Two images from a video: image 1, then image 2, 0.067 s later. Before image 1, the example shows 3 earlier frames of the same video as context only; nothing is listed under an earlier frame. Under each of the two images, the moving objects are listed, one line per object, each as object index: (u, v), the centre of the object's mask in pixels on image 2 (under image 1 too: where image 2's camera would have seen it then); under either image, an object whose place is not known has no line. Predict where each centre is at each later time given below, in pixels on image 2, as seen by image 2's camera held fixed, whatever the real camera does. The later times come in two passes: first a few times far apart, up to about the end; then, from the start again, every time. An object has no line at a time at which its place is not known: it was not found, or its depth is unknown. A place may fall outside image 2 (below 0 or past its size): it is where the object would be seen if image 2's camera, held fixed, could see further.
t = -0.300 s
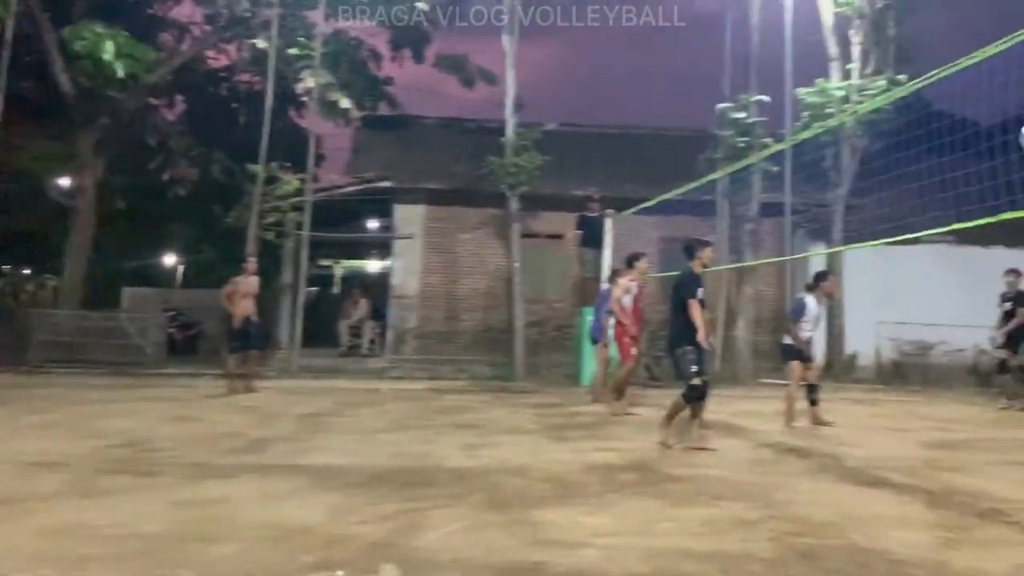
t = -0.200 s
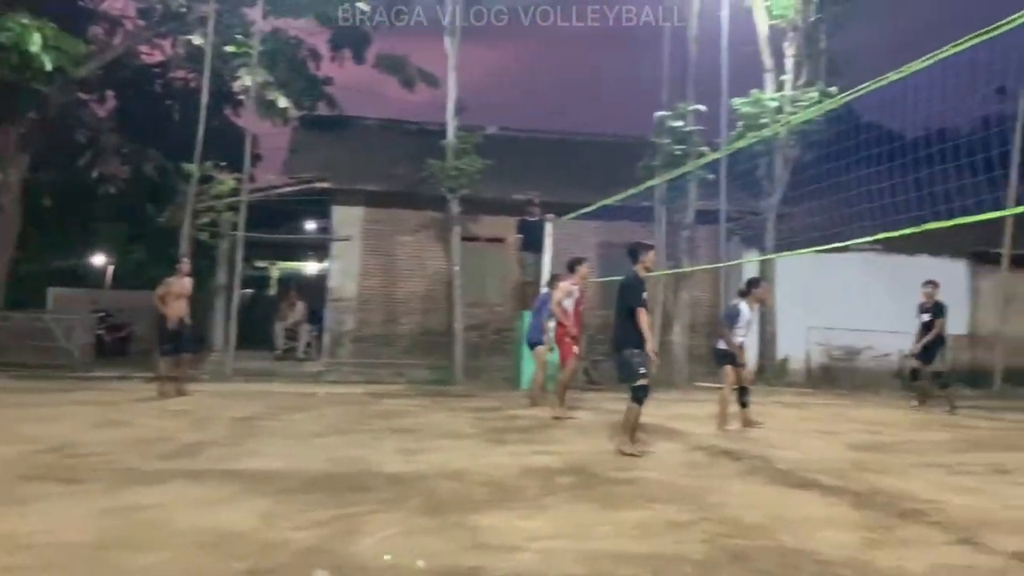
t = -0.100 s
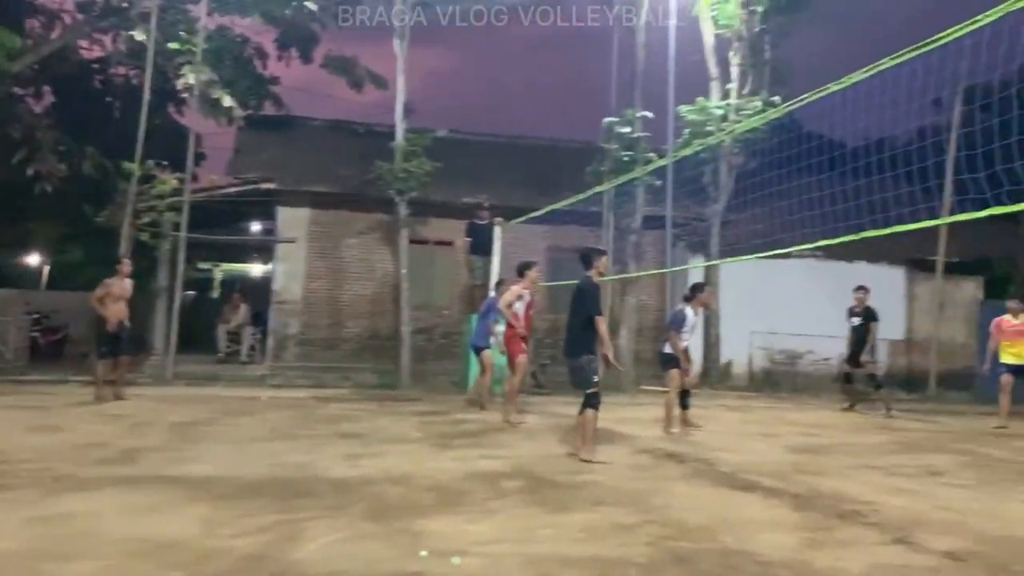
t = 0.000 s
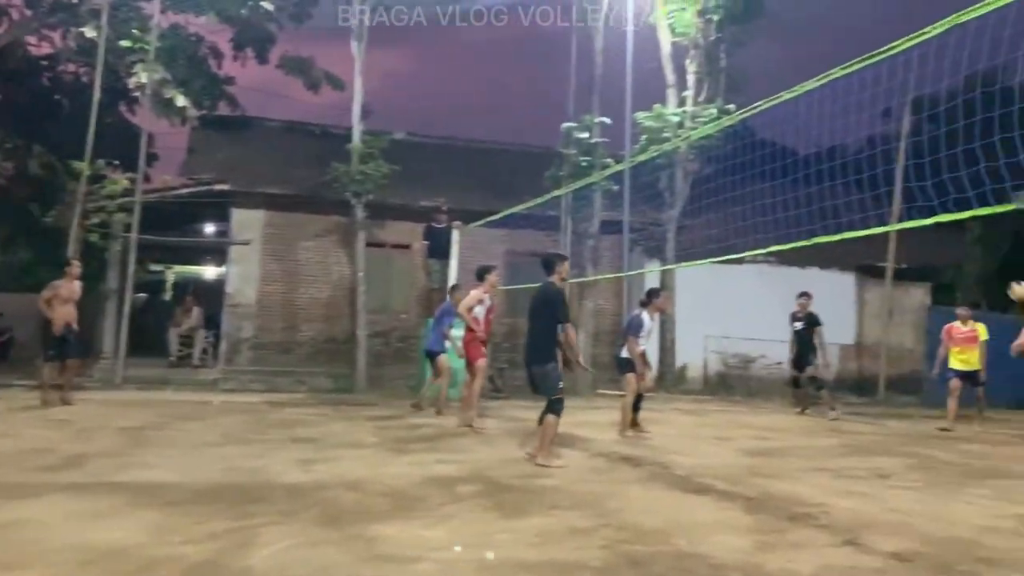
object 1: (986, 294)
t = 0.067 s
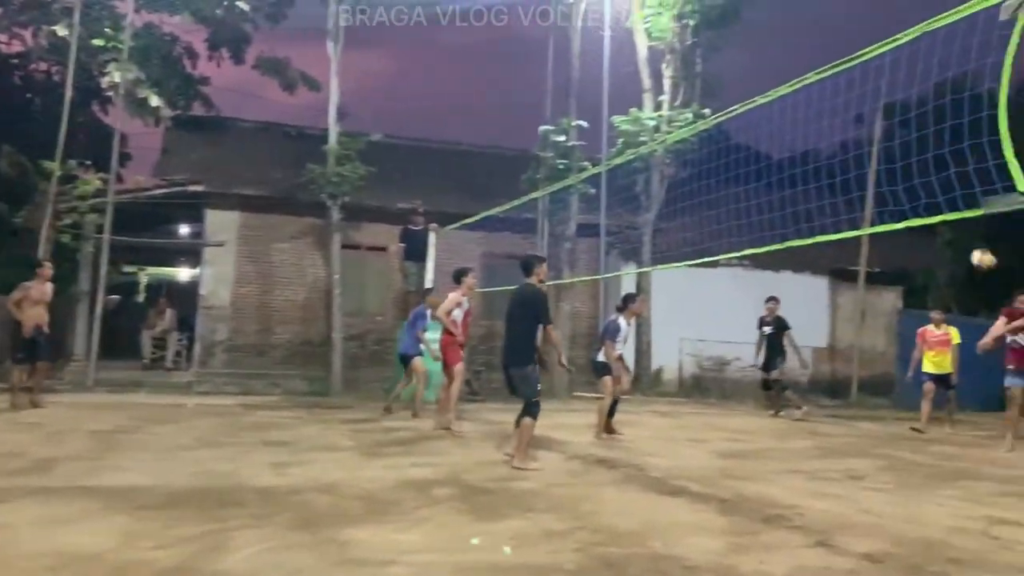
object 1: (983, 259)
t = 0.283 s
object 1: (959, 165)
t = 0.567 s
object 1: (926, 104)
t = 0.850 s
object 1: (889, 117)
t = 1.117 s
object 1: (848, 213)
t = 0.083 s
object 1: (981, 251)
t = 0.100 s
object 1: (980, 243)
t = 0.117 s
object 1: (978, 234)
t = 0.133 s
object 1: (976, 227)
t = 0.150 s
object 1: (975, 222)
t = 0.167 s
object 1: (972, 210)
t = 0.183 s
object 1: (970, 202)
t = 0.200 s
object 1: (968, 198)
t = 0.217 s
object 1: (967, 190)
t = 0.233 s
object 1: (965, 183)
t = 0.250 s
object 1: (963, 177)
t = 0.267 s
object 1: (961, 171)
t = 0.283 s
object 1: (959, 165)
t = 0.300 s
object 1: (957, 160)
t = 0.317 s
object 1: (955, 155)
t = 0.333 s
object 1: (953, 150)
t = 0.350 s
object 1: (952, 145)
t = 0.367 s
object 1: (950, 140)
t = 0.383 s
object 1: (948, 136)
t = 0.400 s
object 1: (946, 132)
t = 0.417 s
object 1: (944, 127)
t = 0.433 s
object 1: (942, 124)
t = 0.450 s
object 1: (940, 121)
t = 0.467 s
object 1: (938, 117)
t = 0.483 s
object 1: (936, 114)
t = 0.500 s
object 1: (934, 112)
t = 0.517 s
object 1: (932, 110)
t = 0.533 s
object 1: (930, 108)
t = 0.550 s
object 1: (928, 106)
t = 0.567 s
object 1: (926, 104)
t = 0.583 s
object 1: (923, 103)
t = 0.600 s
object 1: (922, 102)
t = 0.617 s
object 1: (920, 101)
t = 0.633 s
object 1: (918, 100)
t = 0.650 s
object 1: (916, 100)
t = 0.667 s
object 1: (913, 100)
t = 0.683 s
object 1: (911, 100)
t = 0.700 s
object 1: (909, 100)
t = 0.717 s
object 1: (906, 101)
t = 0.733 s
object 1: (904, 102)
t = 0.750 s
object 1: (902, 103)
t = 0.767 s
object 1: (900, 105)
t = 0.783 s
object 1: (897, 108)
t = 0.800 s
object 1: (895, 110)
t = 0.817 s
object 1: (893, 113)
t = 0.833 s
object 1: (891, 115)
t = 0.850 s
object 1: (889, 117)
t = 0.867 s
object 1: (887, 121)
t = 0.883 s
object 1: (884, 126)
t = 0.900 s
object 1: (882, 130)
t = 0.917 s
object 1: (879, 134)
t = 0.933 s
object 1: (876, 139)
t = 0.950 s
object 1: (873, 144)
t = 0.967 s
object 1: (871, 148)
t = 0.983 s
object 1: (869, 155)
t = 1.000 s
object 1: (866, 160)
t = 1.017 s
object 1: (864, 167)
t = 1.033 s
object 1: (861, 175)
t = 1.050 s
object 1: (859, 182)
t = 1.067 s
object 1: (856, 189)
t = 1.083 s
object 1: (853, 196)
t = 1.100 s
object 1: (850, 205)
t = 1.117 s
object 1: (848, 213)
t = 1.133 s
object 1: (845, 222)
